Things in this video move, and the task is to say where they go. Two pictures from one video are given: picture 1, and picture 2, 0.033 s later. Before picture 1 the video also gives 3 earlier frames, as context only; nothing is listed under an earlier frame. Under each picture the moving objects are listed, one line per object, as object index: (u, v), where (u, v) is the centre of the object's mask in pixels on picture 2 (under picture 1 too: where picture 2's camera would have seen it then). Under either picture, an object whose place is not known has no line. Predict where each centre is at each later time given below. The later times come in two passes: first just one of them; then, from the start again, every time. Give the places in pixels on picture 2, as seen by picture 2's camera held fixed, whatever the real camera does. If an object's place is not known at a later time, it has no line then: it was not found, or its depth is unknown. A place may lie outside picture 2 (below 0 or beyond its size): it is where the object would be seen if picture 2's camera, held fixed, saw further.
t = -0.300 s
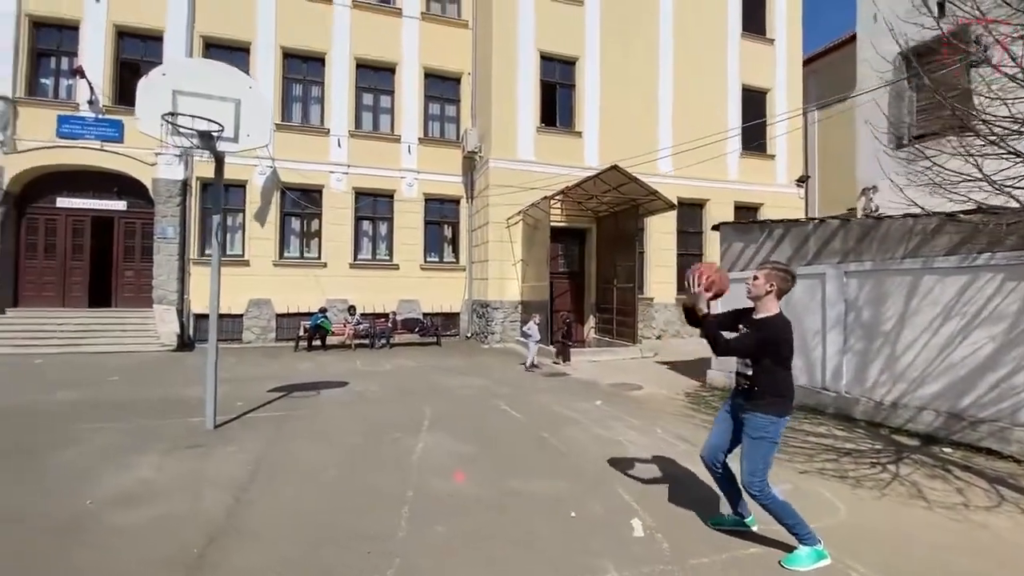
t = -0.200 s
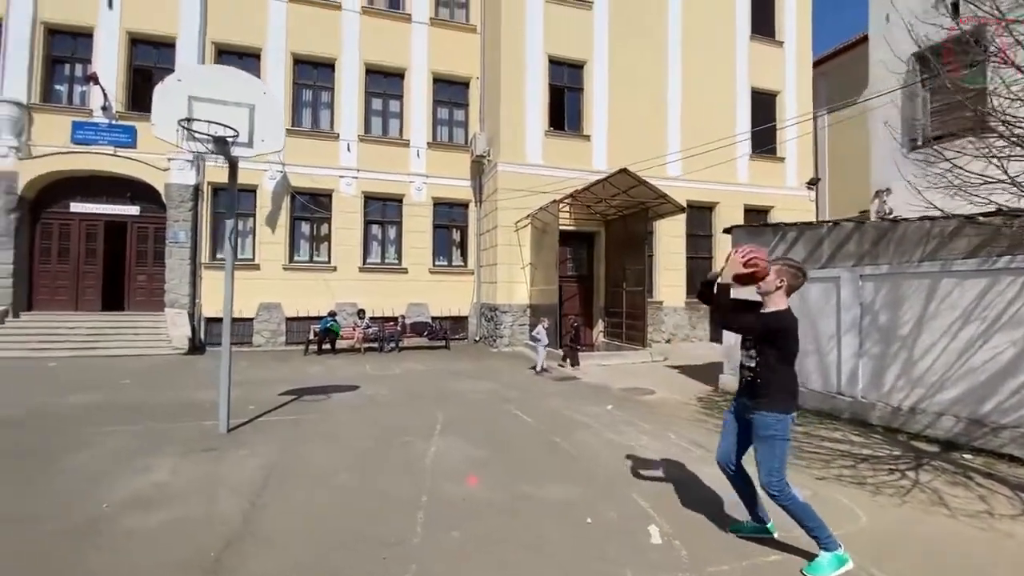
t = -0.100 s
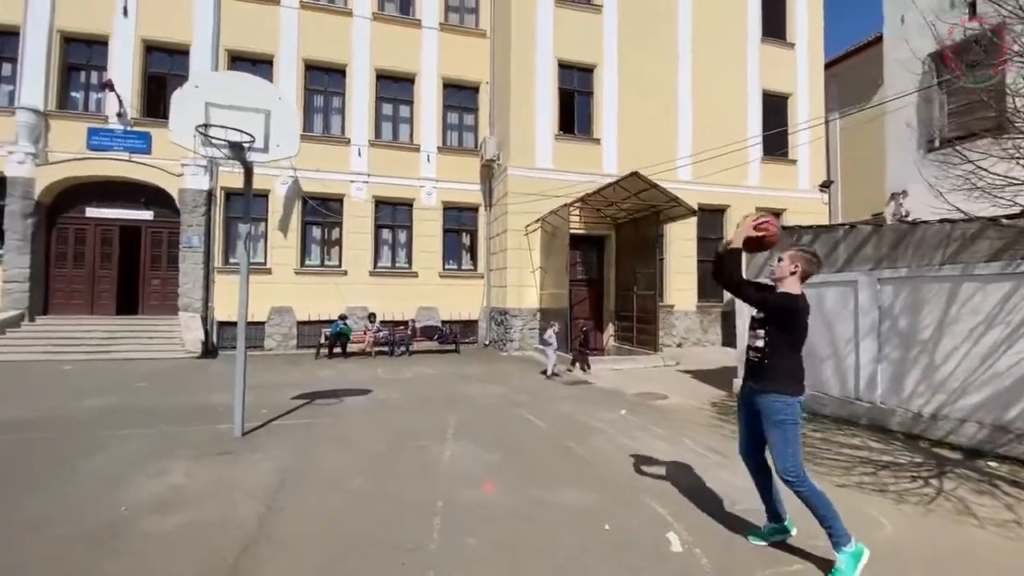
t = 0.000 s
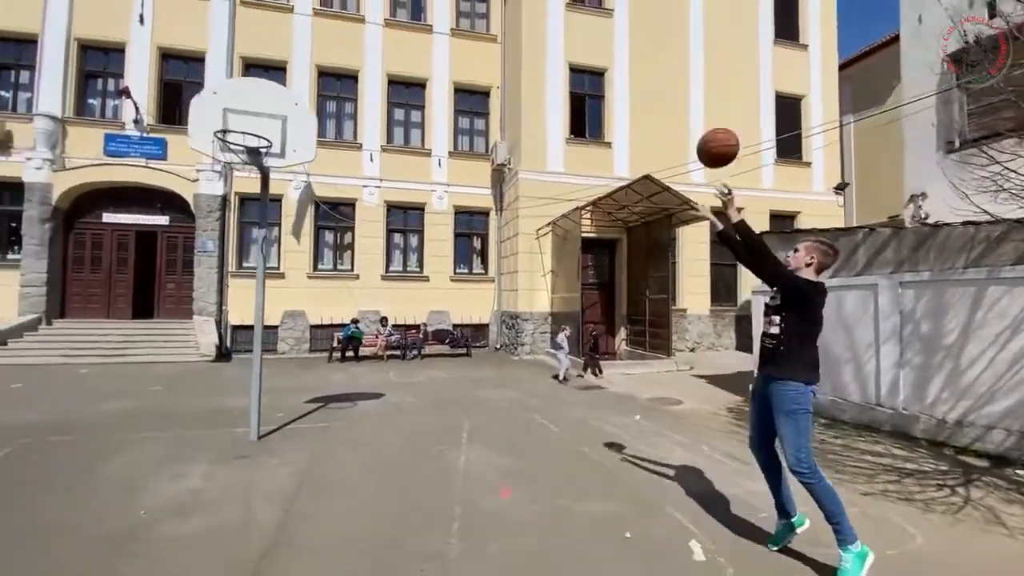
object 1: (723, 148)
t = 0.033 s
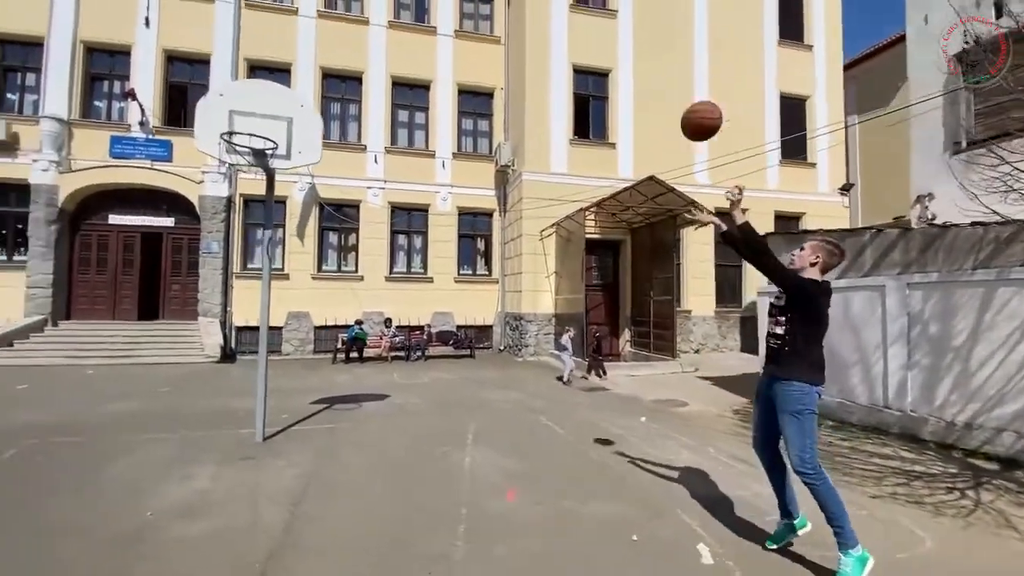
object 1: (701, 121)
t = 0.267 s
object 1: (565, 4)
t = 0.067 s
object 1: (681, 96)
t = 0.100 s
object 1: (660, 74)
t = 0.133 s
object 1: (641, 54)
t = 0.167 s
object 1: (622, 36)
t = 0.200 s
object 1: (604, 22)
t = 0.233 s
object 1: (583, 10)
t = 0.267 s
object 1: (565, 4)
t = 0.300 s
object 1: (555, -3)
